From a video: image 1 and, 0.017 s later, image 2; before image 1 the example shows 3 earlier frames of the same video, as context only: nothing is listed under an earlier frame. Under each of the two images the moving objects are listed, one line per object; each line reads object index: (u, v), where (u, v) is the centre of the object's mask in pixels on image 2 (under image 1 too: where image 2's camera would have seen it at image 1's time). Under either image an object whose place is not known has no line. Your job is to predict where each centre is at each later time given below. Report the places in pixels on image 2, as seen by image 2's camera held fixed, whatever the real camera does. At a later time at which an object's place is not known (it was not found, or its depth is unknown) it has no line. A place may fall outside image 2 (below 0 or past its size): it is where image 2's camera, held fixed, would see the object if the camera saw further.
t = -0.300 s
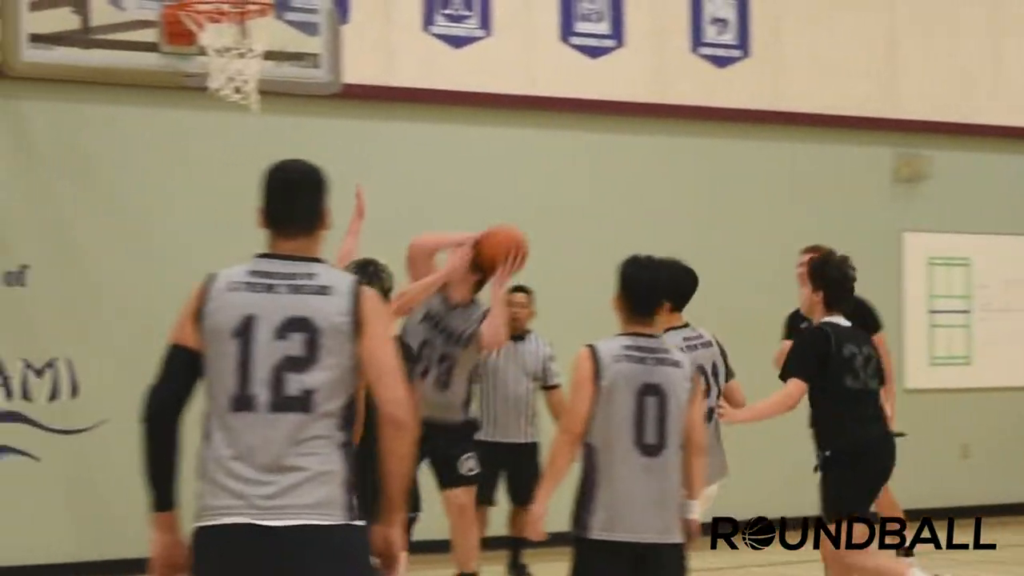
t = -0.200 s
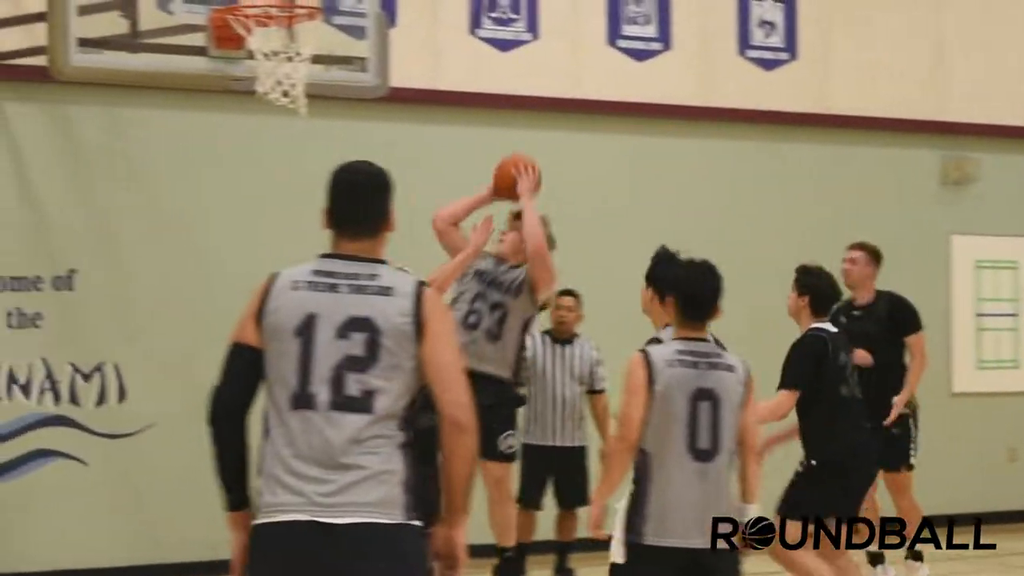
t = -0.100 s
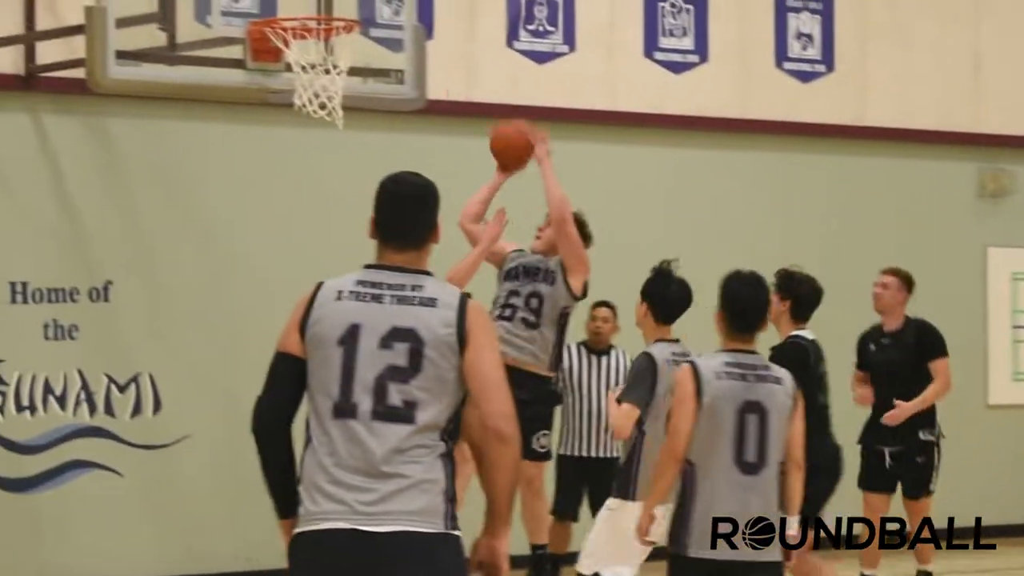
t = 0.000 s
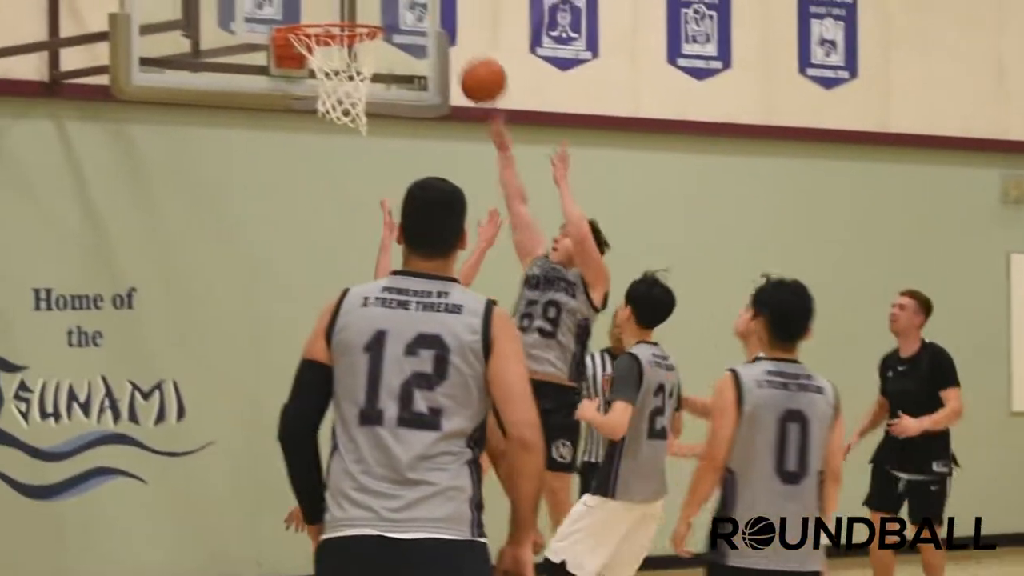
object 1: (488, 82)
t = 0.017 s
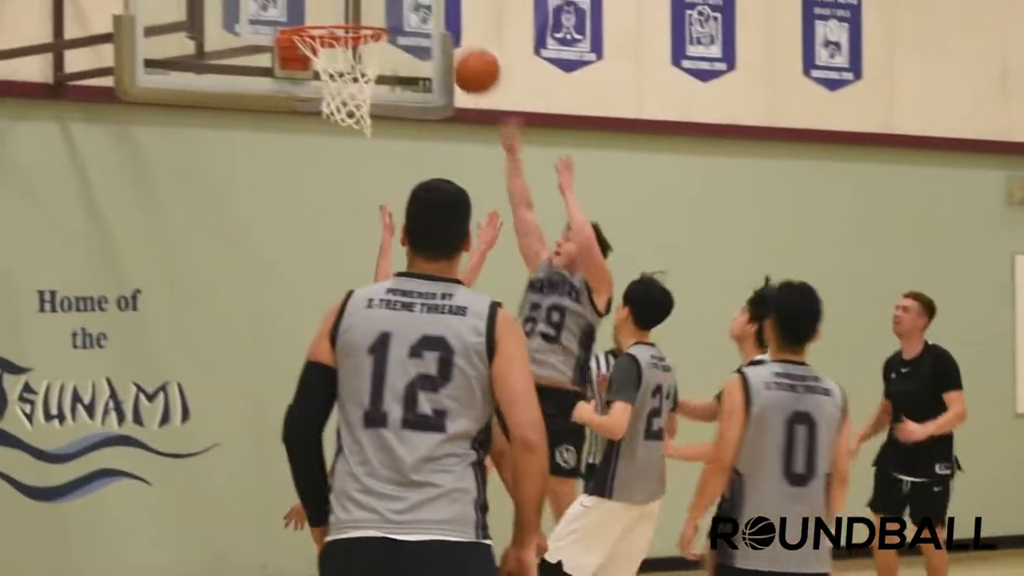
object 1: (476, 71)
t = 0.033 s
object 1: (464, 59)
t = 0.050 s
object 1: (452, 49)
